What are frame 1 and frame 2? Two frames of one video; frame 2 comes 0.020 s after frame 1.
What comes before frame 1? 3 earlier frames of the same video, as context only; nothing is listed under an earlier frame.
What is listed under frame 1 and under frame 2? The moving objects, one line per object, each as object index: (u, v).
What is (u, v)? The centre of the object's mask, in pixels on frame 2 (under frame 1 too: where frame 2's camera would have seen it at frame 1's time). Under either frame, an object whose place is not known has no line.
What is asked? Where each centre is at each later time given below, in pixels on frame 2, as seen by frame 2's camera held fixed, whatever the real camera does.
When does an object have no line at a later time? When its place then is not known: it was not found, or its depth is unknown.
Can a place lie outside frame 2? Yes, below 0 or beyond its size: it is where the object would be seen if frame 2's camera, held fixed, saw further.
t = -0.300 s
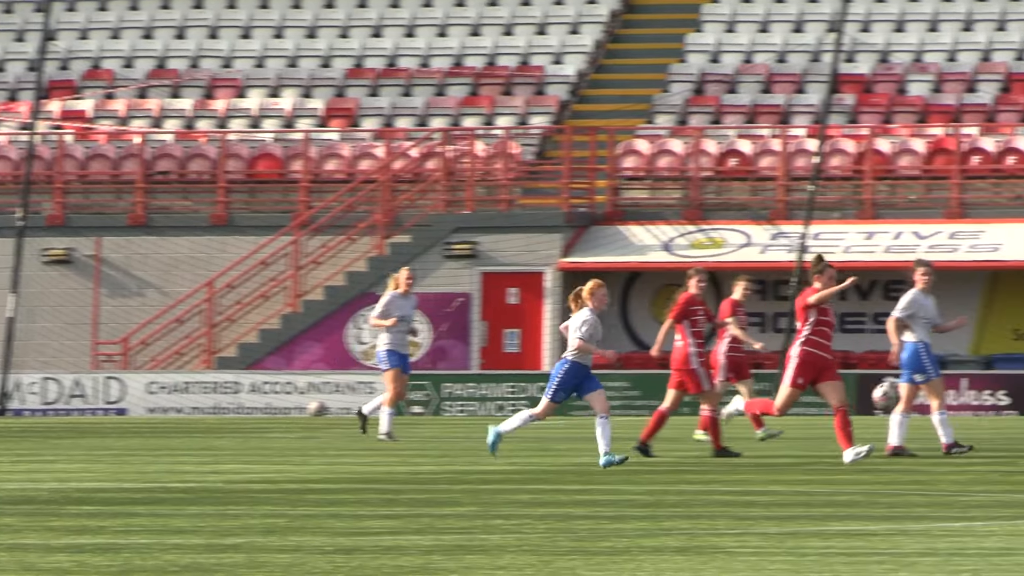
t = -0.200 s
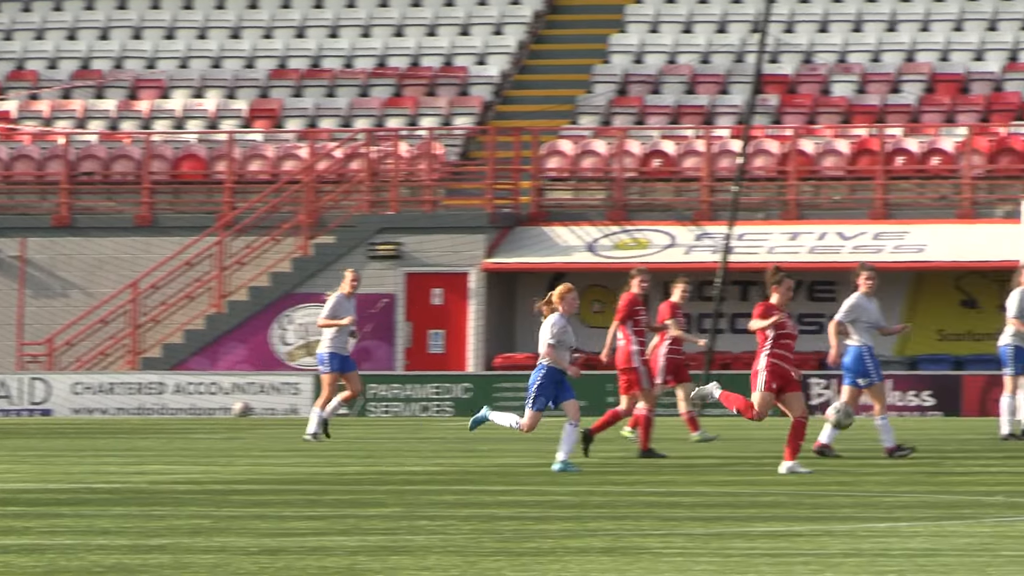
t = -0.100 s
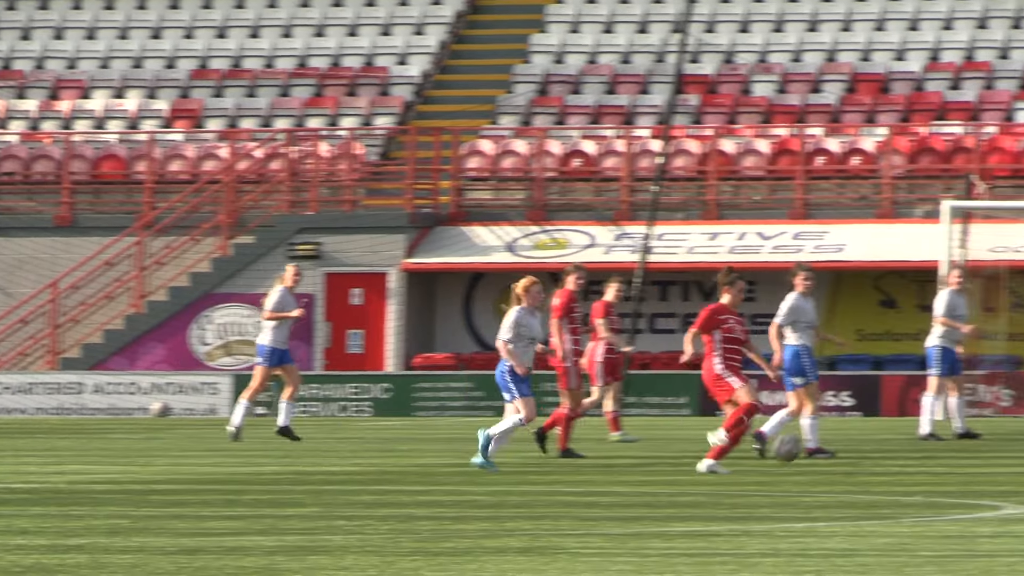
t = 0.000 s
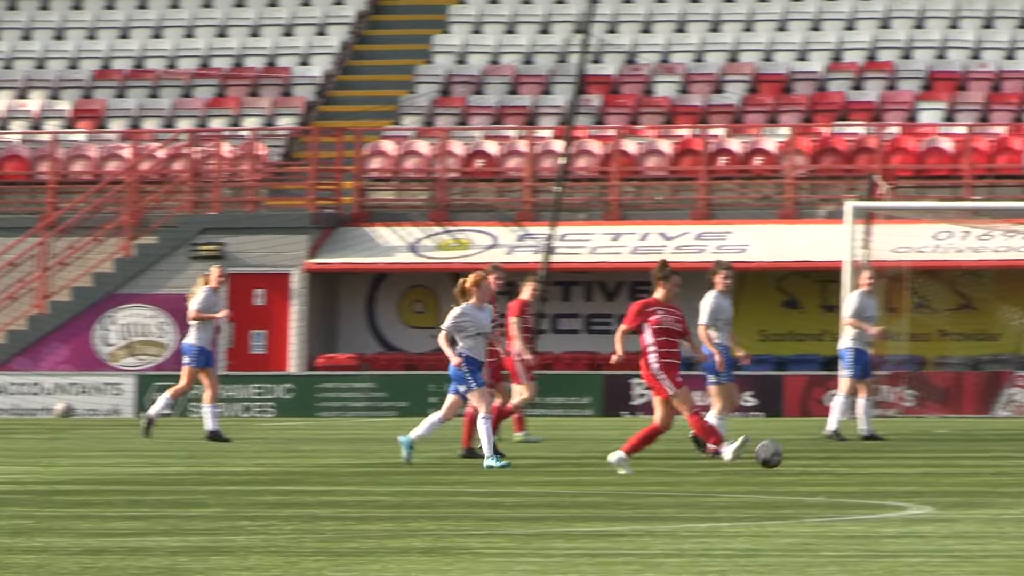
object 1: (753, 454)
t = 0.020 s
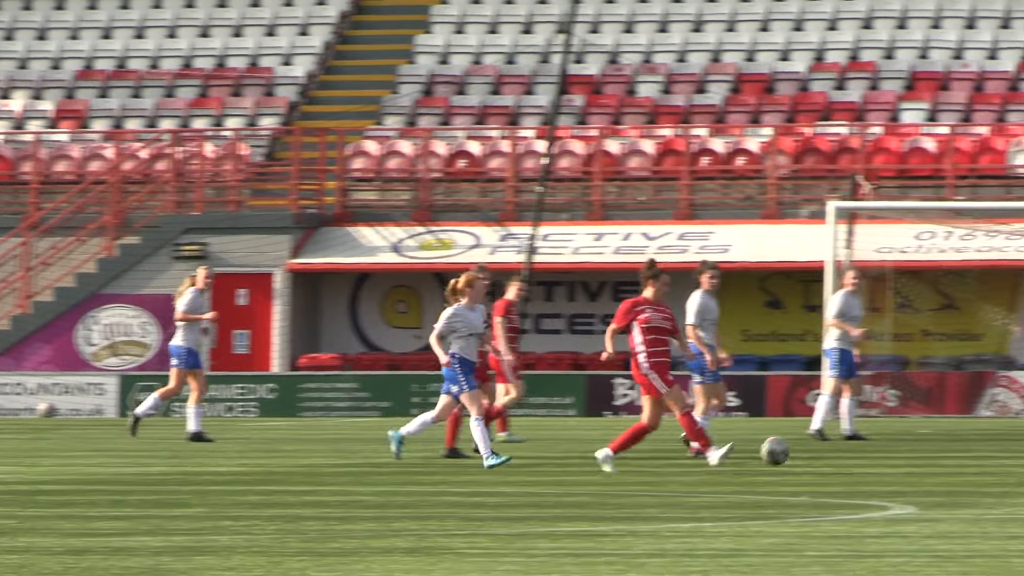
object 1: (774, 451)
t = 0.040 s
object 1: (796, 448)
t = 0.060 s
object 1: (819, 446)
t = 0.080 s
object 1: (841, 444)
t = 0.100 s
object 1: (863, 444)
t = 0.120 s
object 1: (885, 443)
